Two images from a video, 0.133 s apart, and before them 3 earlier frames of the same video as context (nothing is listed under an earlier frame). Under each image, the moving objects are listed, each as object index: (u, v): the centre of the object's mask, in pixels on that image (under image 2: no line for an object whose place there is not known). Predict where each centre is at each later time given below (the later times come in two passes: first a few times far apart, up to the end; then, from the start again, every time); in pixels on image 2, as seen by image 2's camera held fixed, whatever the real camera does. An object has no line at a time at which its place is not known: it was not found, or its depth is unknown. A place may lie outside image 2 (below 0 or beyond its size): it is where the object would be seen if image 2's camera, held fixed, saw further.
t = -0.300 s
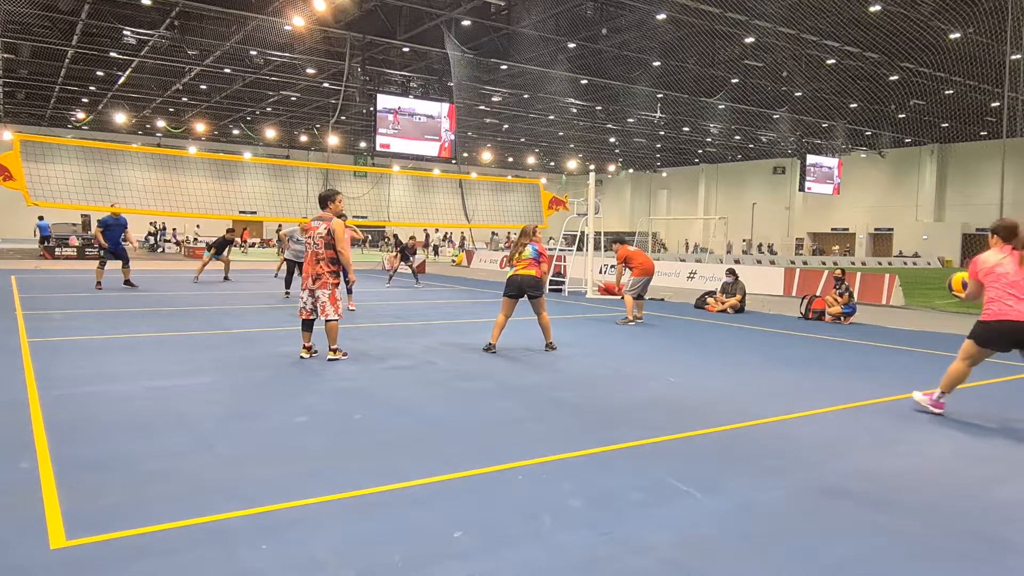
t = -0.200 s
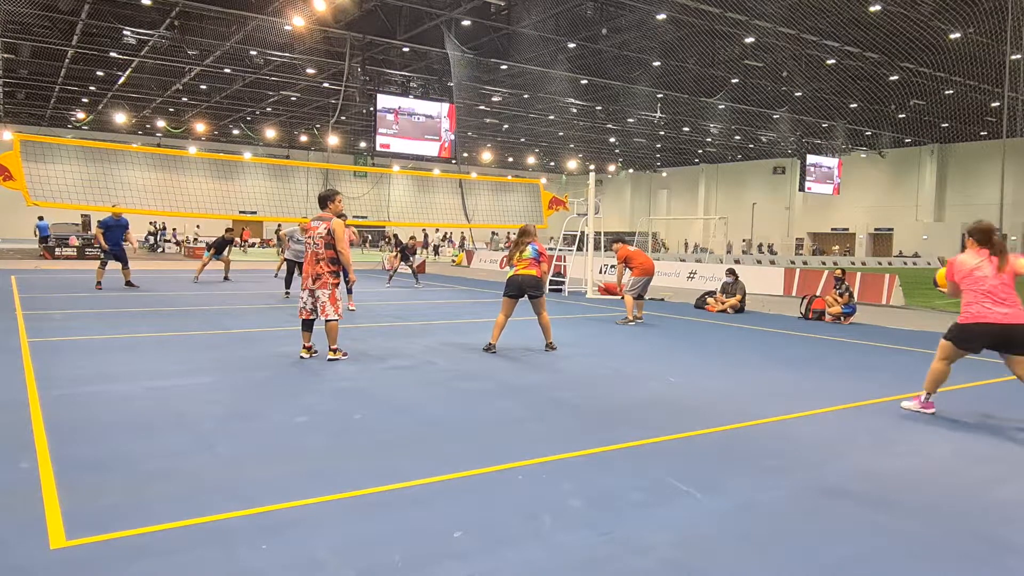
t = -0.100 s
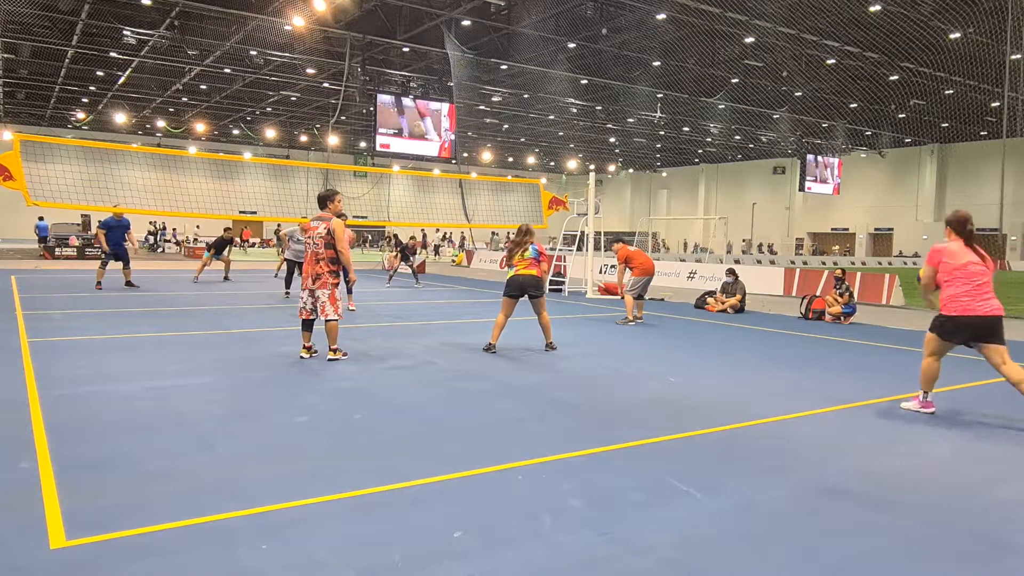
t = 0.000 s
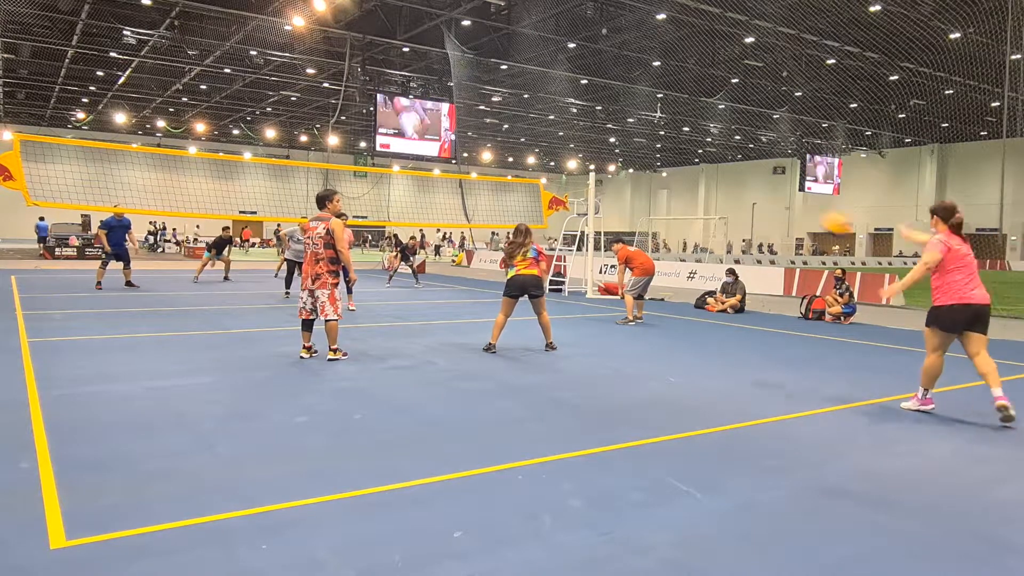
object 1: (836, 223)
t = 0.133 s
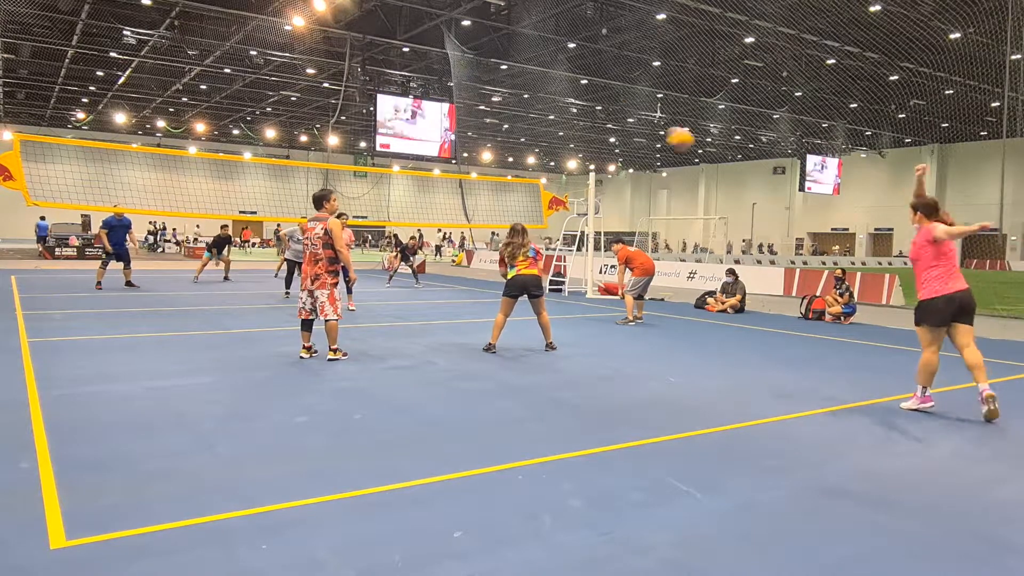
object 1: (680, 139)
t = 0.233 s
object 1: (585, 95)
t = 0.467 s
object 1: (417, 53)
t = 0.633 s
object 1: (327, 55)
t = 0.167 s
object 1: (647, 123)
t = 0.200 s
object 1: (615, 108)
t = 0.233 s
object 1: (585, 95)
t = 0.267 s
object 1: (556, 85)
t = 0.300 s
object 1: (529, 76)
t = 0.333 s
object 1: (504, 69)
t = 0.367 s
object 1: (481, 64)
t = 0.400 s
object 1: (459, 59)
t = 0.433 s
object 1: (437, 57)
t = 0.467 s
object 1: (417, 53)
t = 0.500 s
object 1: (397, 51)
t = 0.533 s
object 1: (379, 51)
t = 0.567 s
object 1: (360, 51)
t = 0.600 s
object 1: (343, 53)
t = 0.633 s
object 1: (327, 55)
